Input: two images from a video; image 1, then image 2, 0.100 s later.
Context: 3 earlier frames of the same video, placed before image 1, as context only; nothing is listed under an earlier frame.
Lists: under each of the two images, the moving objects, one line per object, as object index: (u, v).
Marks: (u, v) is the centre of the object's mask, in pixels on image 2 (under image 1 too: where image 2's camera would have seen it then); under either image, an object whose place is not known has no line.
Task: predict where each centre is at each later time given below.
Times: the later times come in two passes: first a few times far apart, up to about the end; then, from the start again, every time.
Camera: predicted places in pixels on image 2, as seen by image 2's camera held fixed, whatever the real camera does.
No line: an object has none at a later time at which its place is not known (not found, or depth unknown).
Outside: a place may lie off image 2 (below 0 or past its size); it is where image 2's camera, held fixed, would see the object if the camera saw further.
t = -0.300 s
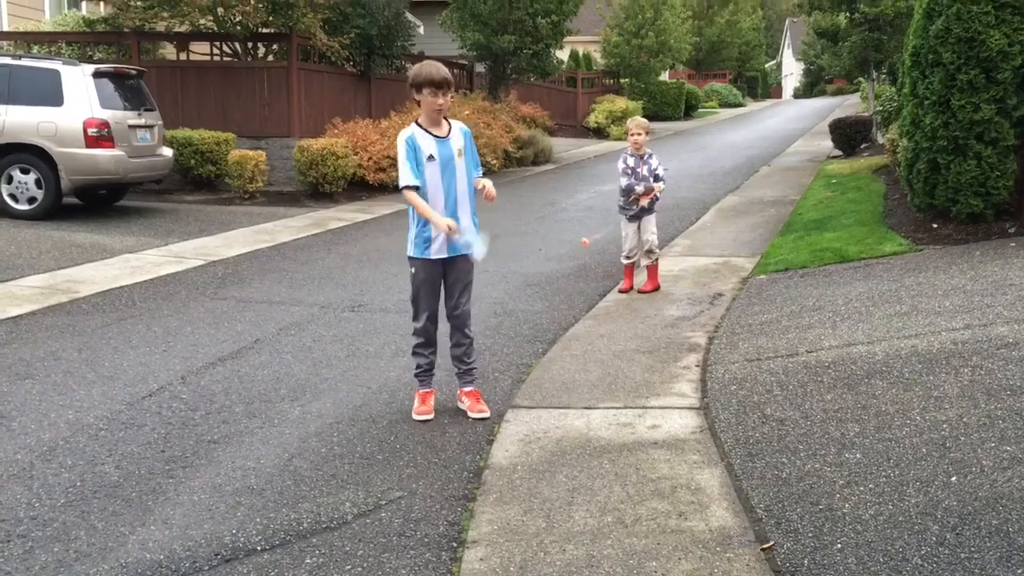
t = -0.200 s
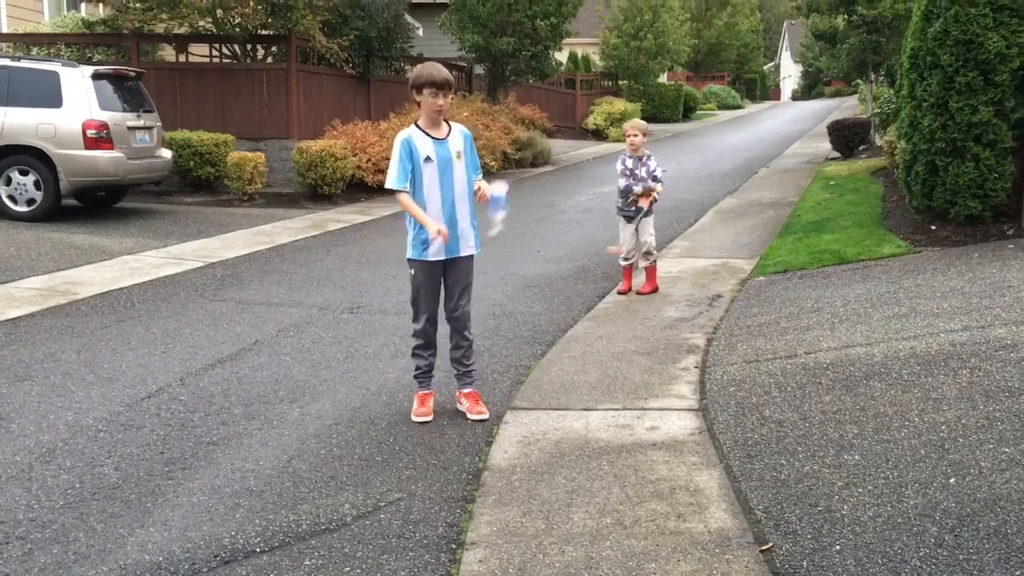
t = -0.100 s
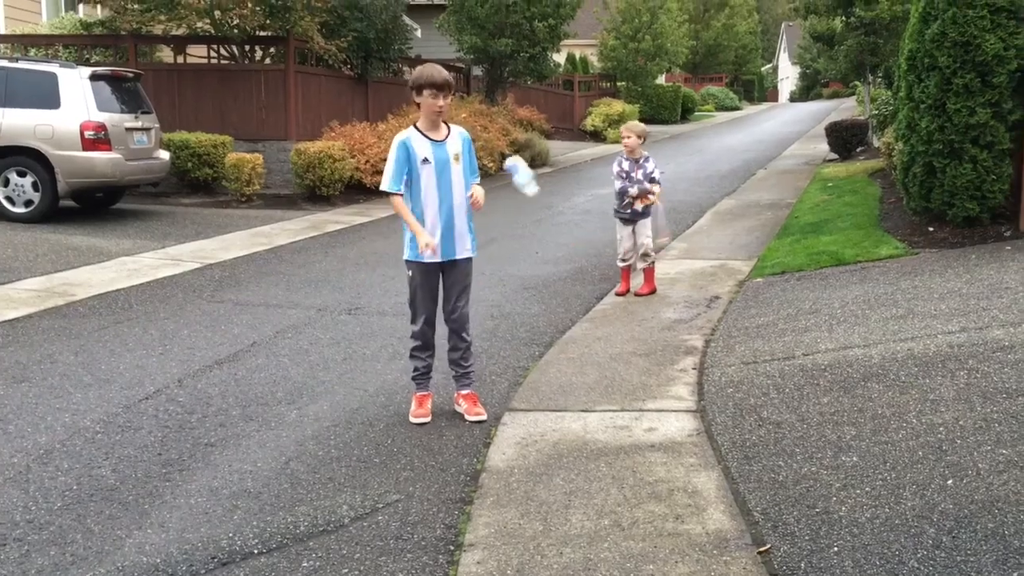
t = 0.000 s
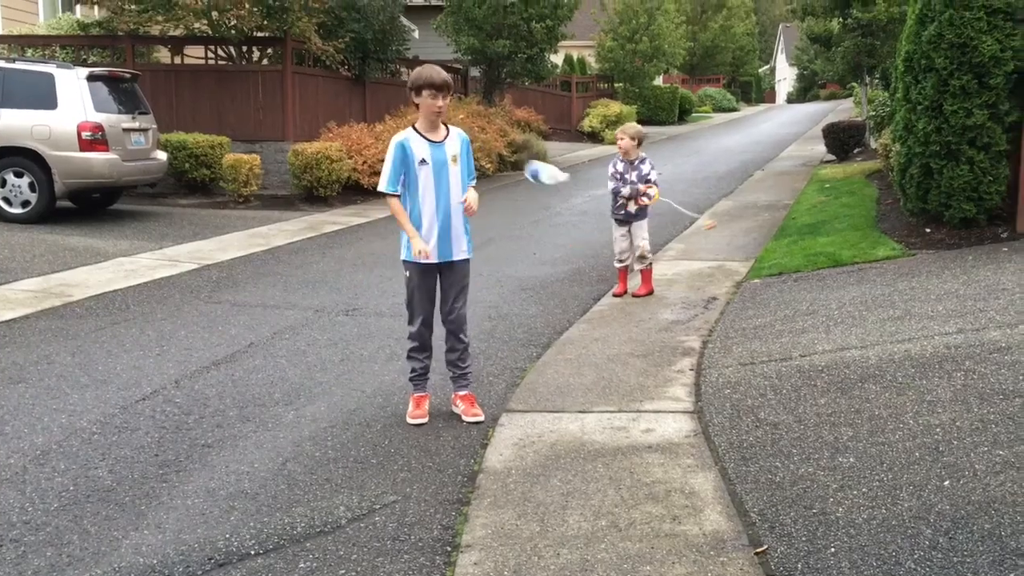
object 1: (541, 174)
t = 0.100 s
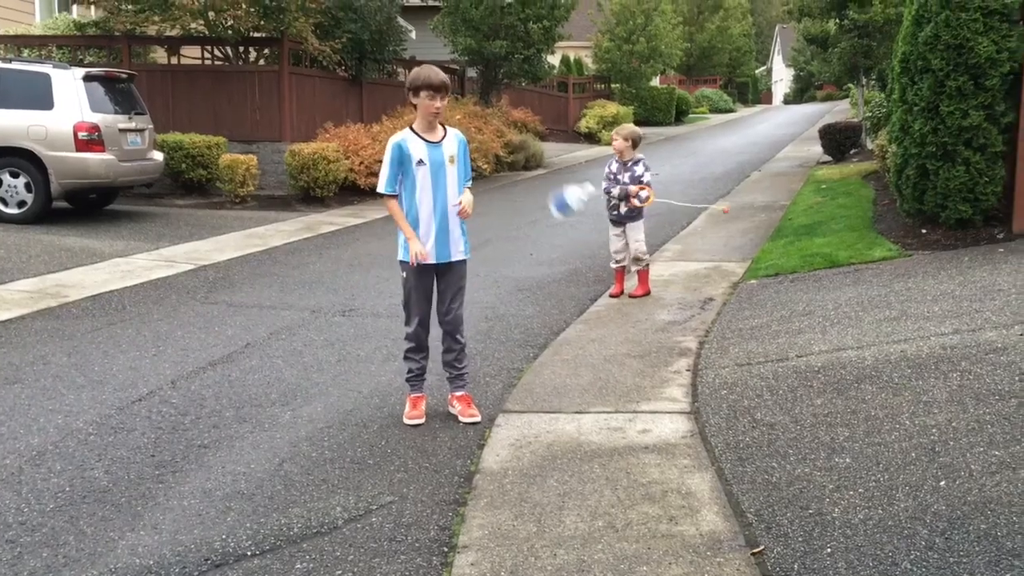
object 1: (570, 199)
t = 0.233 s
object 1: (605, 279)
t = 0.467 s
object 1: (667, 488)
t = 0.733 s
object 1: (673, 492)
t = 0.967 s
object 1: (672, 493)
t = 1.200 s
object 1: (669, 489)
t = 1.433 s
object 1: (672, 489)
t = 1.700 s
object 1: (672, 489)
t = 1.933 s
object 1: (672, 489)
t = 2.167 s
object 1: (672, 490)
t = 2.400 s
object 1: (672, 489)
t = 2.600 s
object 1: (672, 490)
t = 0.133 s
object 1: (579, 214)
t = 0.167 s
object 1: (589, 233)
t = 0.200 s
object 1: (597, 255)
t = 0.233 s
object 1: (605, 279)
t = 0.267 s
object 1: (618, 306)
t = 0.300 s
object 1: (628, 338)
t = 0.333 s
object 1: (637, 374)
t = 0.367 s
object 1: (647, 413)
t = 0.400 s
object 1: (659, 465)
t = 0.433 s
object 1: (665, 489)
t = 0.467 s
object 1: (667, 488)
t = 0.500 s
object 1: (668, 488)
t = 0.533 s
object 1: (670, 488)
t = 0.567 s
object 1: (671, 489)
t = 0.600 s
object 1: (672, 490)
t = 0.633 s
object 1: (673, 491)
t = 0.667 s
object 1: (673, 491)
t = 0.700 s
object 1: (673, 491)
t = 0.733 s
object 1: (673, 492)
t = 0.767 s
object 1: (672, 492)
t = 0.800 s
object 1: (672, 493)
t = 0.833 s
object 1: (672, 494)
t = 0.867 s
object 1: (672, 494)
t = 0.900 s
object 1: (672, 494)
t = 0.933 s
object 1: (672, 494)
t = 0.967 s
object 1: (672, 493)
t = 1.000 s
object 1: (672, 493)
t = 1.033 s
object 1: (671, 492)
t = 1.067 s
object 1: (671, 492)
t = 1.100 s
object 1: (671, 491)
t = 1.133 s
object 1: (670, 491)
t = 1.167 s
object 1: (670, 491)
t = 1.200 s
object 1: (669, 489)
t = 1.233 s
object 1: (670, 489)
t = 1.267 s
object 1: (670, 489)
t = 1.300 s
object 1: (672, 488)
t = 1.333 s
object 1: (673, 489)
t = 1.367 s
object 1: (673, 489)
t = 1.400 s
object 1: (672, 489)
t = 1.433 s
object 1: (672, 489)
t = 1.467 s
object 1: (673, 489)
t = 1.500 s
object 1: (672, 490)
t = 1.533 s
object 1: (672, 489)
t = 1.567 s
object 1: (672, 489)
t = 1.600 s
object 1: (672, 489)
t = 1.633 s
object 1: (672, 489)
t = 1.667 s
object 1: (672, 489)
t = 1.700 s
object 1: (672, 489)
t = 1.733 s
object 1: (672, 490)
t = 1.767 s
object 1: (672, 490)
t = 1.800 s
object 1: (672, 490)
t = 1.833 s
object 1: (672, 489)
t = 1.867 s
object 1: (672, 489)
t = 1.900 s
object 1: (672, 489)
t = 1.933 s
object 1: (672, 489)
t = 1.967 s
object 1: (672, 489)
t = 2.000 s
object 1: (672, 489)
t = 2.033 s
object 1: (672, 489)
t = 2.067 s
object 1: (672, 489)
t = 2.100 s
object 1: (672, 489)
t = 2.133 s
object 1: (672, 489)
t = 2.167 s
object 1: (672, 490)
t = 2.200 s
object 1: (672, 490)
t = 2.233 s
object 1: (672, 490)
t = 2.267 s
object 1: (672, 490)
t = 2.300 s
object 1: (672, 490)
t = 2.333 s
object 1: (672, 490)
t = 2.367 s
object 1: (672, 489)
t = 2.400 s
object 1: (672, 489)
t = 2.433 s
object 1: (672, 490)
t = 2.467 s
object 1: (672, 490)
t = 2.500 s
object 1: (672, 490)
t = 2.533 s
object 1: (672, 490)
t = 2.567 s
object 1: (672, 490)
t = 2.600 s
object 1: (672, 490)
